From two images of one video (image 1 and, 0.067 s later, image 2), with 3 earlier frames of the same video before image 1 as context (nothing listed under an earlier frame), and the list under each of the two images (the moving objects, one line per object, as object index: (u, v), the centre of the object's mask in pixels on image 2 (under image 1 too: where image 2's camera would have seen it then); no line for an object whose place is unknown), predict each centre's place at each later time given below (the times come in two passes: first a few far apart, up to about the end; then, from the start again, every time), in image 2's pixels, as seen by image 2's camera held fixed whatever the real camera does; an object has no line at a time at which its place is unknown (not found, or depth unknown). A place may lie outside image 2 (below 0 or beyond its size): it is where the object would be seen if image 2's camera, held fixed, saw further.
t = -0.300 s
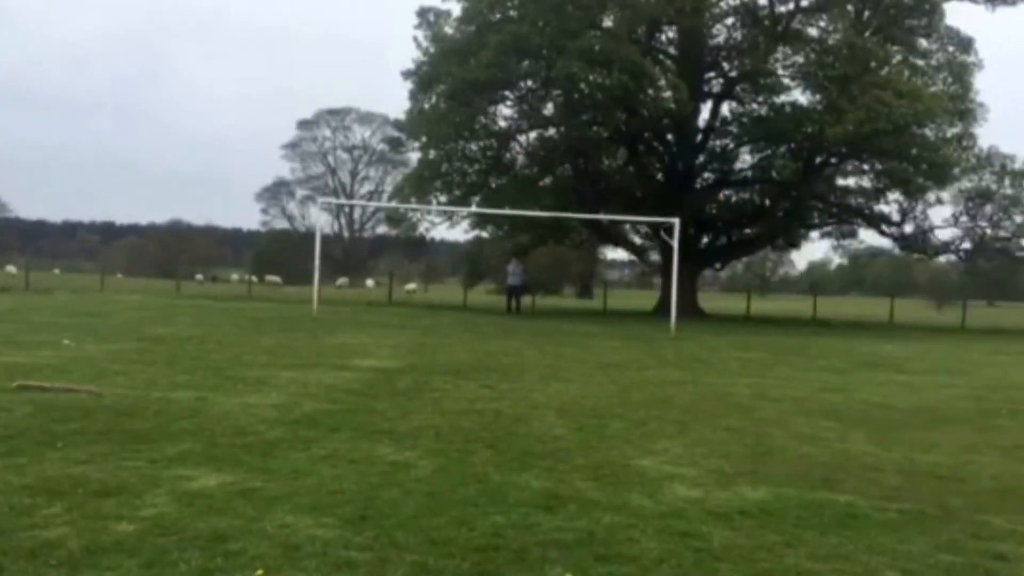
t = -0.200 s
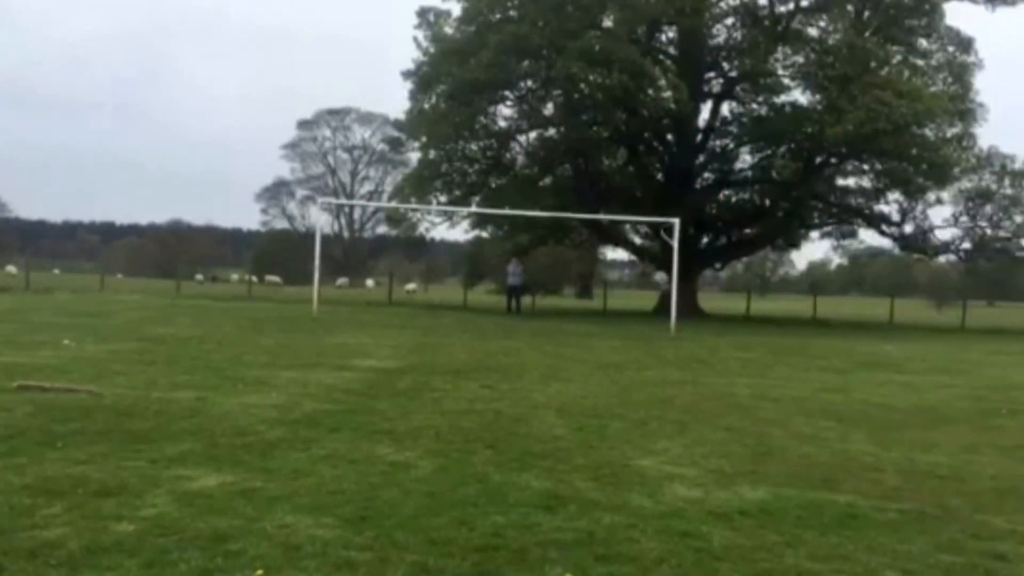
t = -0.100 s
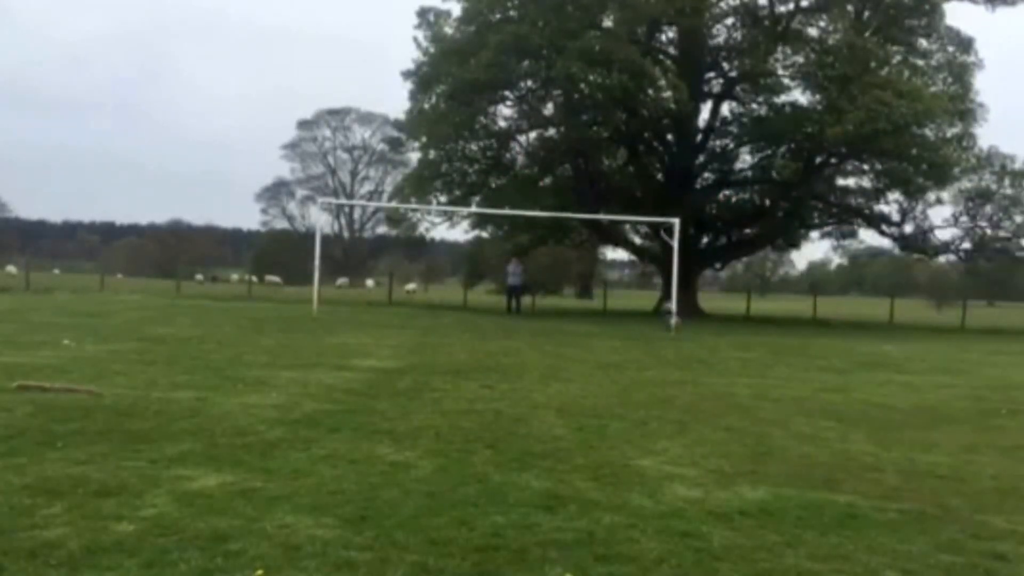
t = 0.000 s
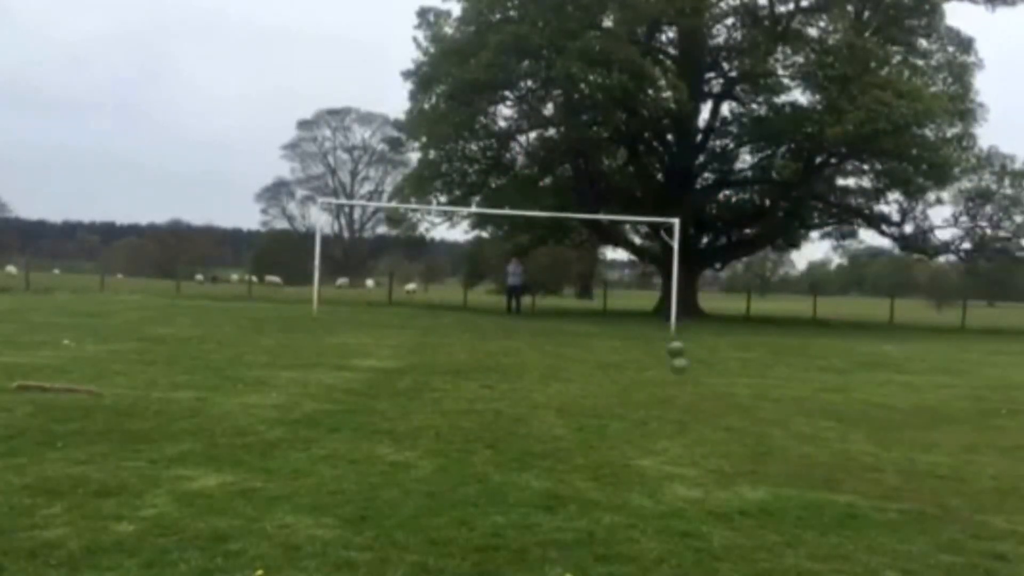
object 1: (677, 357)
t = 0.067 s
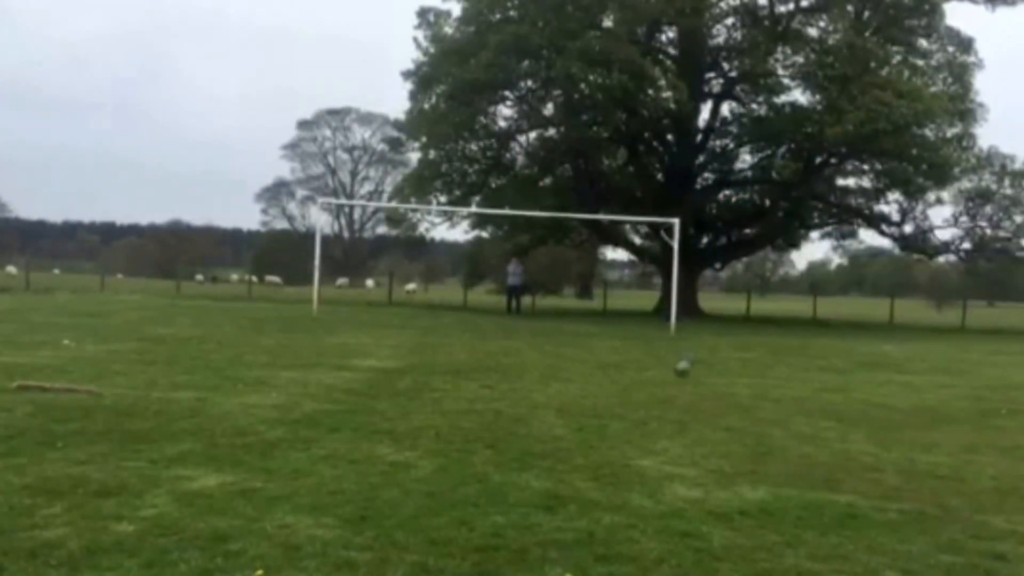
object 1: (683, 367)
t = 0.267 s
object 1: (706, 331)
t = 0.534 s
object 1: (735, 338)
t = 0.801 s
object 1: (764, 372)
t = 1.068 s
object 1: (797, 380)
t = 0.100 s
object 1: (688, 357)
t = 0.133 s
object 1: (692, 350)
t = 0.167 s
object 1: (695, 345)
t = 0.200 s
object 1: (698, 341)
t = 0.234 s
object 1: (701, 335)
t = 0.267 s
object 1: (706, 331)
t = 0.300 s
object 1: (710, 328)
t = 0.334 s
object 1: (714, 328)
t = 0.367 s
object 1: (717, 327)
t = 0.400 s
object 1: (721, 327)
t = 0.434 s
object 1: (724, 328)
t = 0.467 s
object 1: (728, 331)
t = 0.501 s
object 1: (731, 335)
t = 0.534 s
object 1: (735, 338)
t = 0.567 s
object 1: (739, 344)
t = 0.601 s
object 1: (743, 351)
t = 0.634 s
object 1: (746, 359)
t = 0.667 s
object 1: (749, 368)
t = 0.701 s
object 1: (754, 377)
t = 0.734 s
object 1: (758, 379)
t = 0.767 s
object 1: (762, 376)
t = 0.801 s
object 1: (764, 372)
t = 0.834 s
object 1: (768, 369)
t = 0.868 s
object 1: (773, 367)
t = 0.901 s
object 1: (777, 367)
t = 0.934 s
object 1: (781, 368)
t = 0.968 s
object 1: (785, 370)
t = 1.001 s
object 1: (790, 371)
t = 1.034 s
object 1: (793, 375)
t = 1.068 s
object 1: (797, 380)
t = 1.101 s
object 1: (800, 386)
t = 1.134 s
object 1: (803, 390)
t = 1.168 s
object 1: (807, 388)
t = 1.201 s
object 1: (810, 386)
